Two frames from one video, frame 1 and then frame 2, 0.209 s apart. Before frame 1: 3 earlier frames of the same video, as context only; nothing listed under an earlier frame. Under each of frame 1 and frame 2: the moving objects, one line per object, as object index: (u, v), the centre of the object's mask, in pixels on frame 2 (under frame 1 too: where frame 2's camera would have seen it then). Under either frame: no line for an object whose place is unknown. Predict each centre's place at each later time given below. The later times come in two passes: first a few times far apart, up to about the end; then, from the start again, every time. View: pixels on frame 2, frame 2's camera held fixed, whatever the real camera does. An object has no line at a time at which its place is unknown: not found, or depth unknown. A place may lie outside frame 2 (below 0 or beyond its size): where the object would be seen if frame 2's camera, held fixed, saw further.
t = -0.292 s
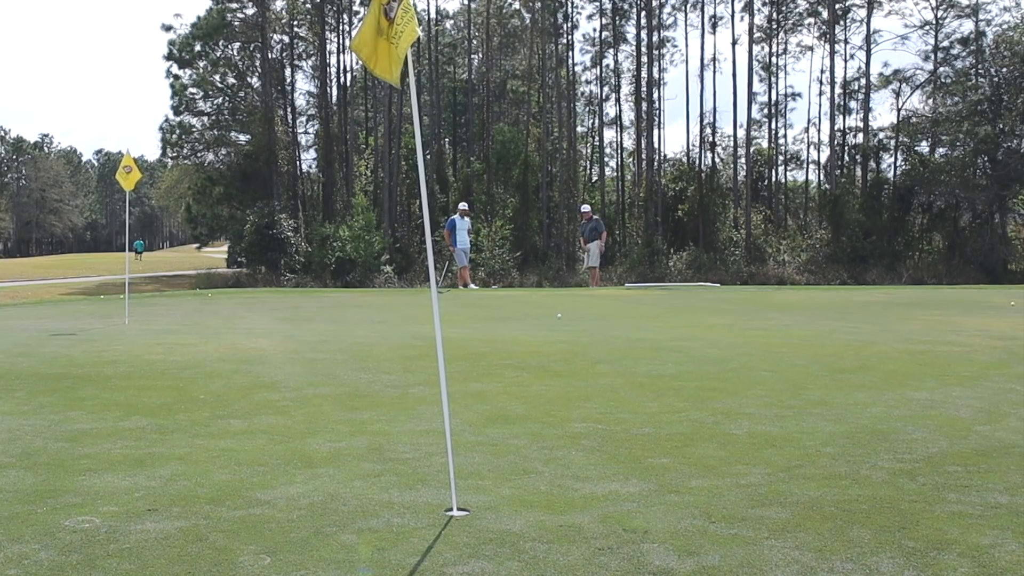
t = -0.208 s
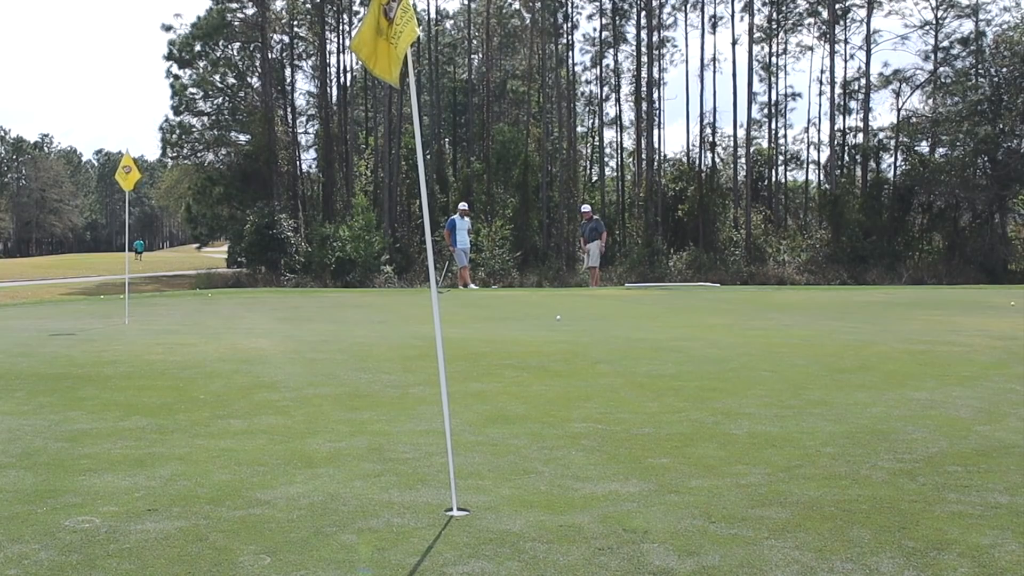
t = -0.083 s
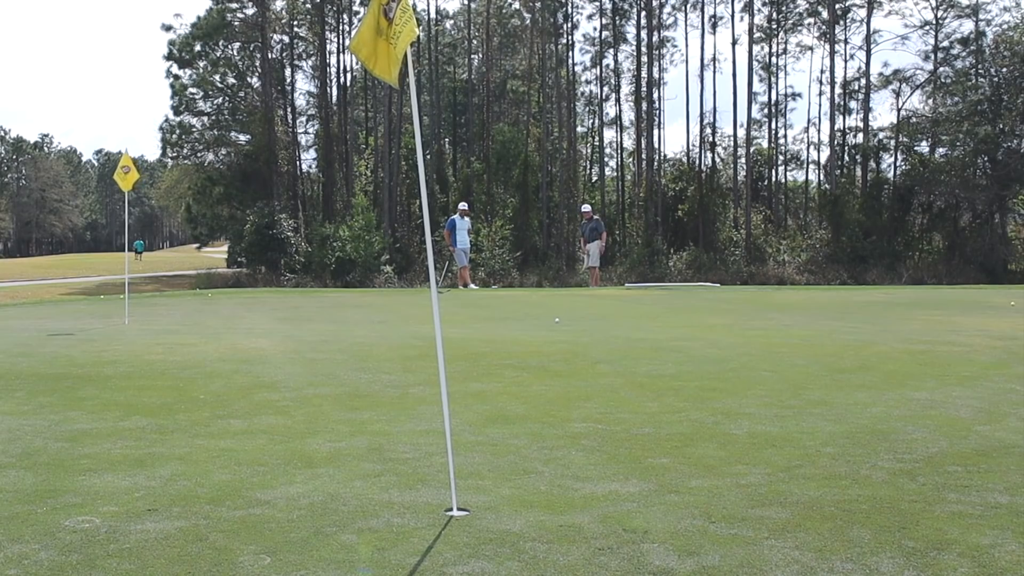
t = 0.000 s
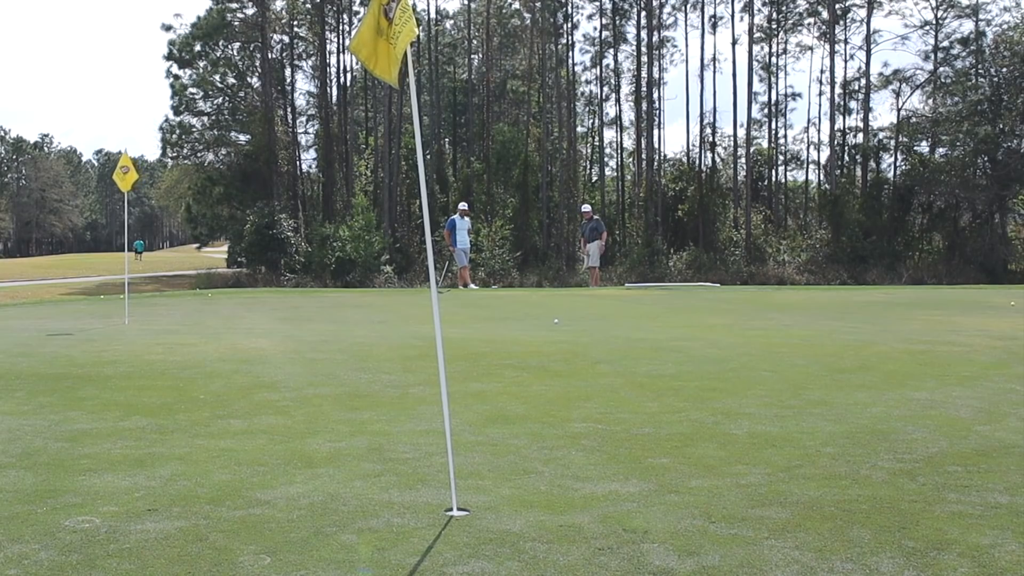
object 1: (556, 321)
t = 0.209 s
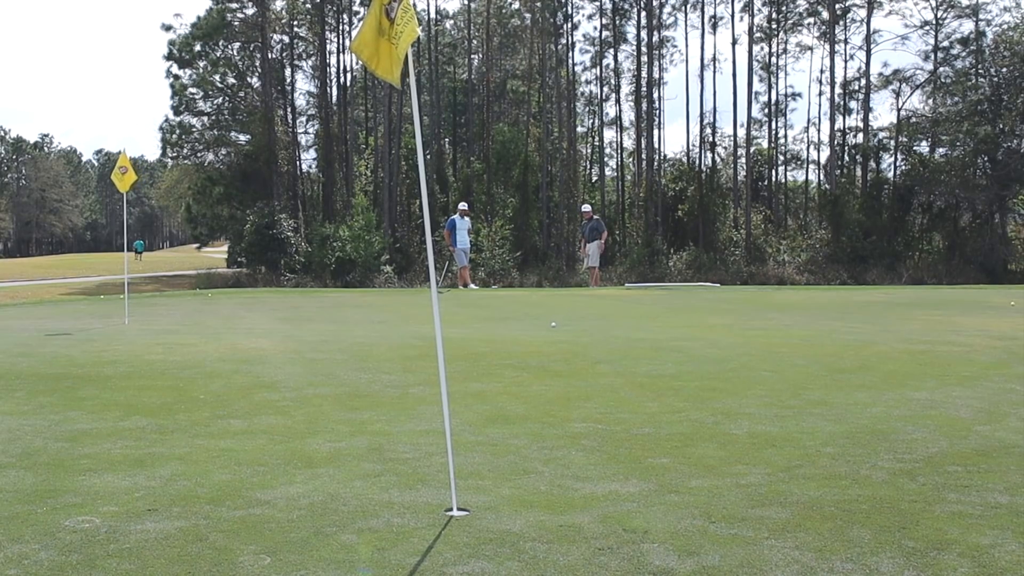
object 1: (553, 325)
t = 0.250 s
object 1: (553, 325)
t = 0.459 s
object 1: (549, 328)
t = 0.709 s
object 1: (544, 332)
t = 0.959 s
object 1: (539, 337)
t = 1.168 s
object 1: (535, 341)
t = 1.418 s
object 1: (529, 346)
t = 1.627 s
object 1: (524, 351)
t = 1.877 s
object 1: (517, 357)
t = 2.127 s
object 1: (509, 363)
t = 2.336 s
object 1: (502, 368)
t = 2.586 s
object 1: (495, 374)
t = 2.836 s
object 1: (486, 380)
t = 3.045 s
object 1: (479, 385)
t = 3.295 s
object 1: (471, 390)
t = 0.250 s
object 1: (553, 325)
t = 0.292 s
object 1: (552, 326)
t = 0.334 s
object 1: (551, 326)
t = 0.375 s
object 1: (551, 327)
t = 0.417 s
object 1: (550, 328)
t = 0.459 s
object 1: (549, 328)
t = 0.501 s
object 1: (548, 329)
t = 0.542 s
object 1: (548, 330)
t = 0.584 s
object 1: (547, 330)
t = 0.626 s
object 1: (546, 331)
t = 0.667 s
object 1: (545, 332)
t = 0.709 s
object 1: (544, 332)
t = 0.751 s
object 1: (544, 333)
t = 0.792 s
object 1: (543, 334)
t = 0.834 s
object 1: (542, 334)
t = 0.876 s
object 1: (541, 335)
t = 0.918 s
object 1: (540, 336)
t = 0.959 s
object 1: (539, 337)
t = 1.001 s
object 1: (538, 337)
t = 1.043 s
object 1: (537, 338)
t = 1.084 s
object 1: (537, 339)
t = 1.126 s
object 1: (536, 340)
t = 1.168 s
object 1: (535, 341)
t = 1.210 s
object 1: (534, 342)
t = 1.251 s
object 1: (533, 342)
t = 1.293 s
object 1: (532, 343)
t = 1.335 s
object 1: (531, 344)
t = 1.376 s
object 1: (531, 345)
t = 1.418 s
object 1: (529, 346)
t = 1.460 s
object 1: (529, 347)
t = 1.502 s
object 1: (527, 348)
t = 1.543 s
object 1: (526, 349)
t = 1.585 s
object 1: (525, 350)
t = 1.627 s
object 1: (524, 351)
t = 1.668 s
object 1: (523, 352)
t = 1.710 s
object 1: (522, 353)
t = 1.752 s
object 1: (520, 354)
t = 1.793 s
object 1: (519, 355)
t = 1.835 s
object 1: (518, 356)
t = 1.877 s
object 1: (517, 357)
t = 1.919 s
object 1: (516, 358)
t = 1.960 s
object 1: (514, 359)
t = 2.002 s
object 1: (513, 360)
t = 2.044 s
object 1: (512, 361)
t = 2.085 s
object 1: (510, 362)
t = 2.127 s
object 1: (509, 363)
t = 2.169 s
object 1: (508, 364)
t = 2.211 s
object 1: (507, 365)
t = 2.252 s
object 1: (505, 366)
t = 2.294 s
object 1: (504, 367)
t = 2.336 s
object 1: (502, 368)
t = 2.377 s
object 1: (501, 369)
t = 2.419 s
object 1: (500, 370)
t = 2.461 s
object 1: (499, 371)
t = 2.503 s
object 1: (497, 372)
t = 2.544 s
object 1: (496, 373)
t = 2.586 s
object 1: (495, 374)
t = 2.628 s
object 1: (493, 375)
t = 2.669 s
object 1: (492, 376)
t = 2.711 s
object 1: (491, 377)
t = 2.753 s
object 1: (489, 378)
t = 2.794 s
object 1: (488, 379)
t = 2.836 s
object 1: (486, 380)
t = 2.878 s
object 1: (485, 381)
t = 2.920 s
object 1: (483, 382)
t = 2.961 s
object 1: (482, 383)
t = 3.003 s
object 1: (481, 384)
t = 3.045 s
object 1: (479, 385)
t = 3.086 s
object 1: (478, 386)
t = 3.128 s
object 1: (476, 387)
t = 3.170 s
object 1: (475, 388)
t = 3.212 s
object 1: (473, 389)
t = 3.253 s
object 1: (472, 390)
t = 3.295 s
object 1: (471, 390)
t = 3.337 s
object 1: (469, 391)
